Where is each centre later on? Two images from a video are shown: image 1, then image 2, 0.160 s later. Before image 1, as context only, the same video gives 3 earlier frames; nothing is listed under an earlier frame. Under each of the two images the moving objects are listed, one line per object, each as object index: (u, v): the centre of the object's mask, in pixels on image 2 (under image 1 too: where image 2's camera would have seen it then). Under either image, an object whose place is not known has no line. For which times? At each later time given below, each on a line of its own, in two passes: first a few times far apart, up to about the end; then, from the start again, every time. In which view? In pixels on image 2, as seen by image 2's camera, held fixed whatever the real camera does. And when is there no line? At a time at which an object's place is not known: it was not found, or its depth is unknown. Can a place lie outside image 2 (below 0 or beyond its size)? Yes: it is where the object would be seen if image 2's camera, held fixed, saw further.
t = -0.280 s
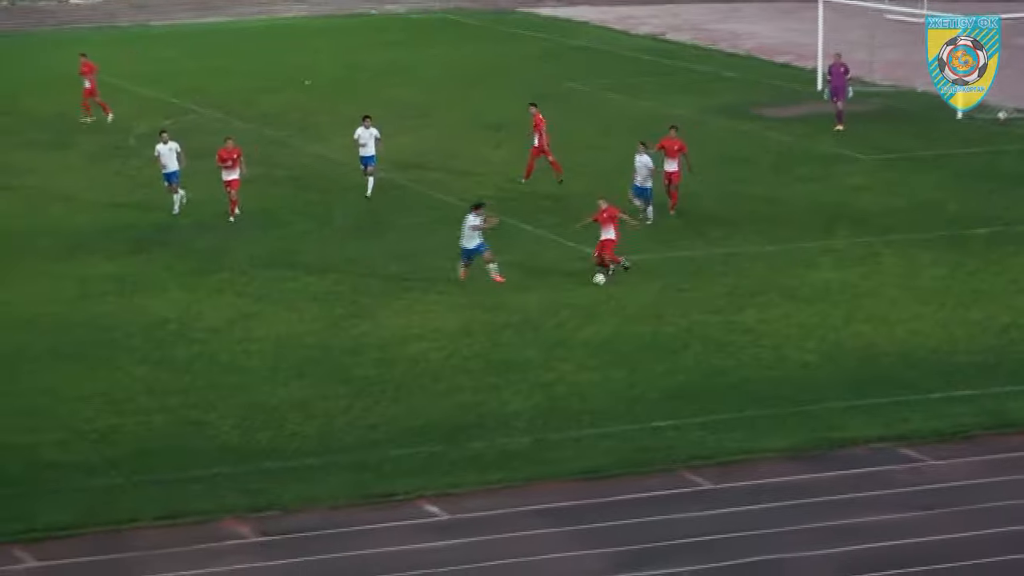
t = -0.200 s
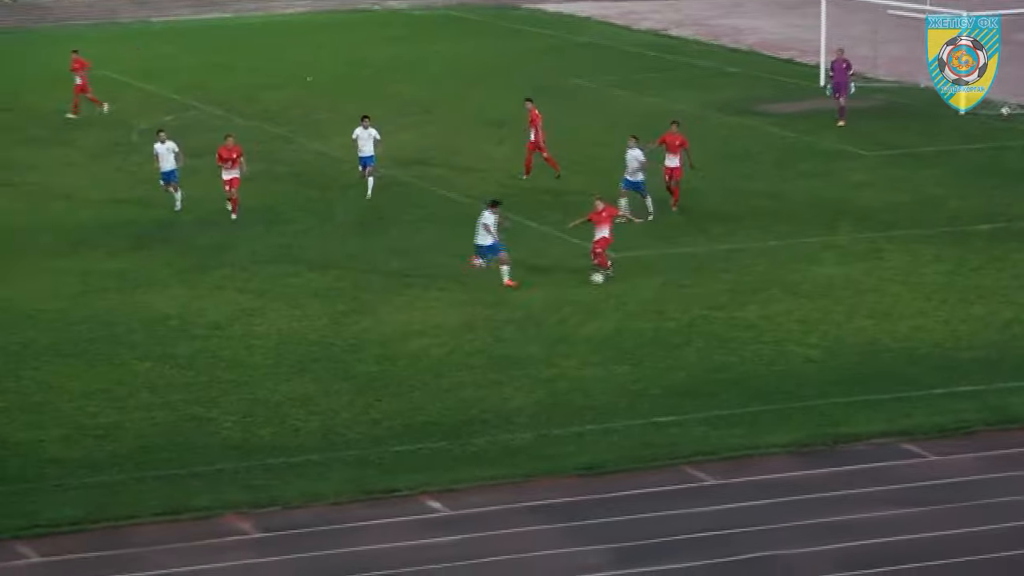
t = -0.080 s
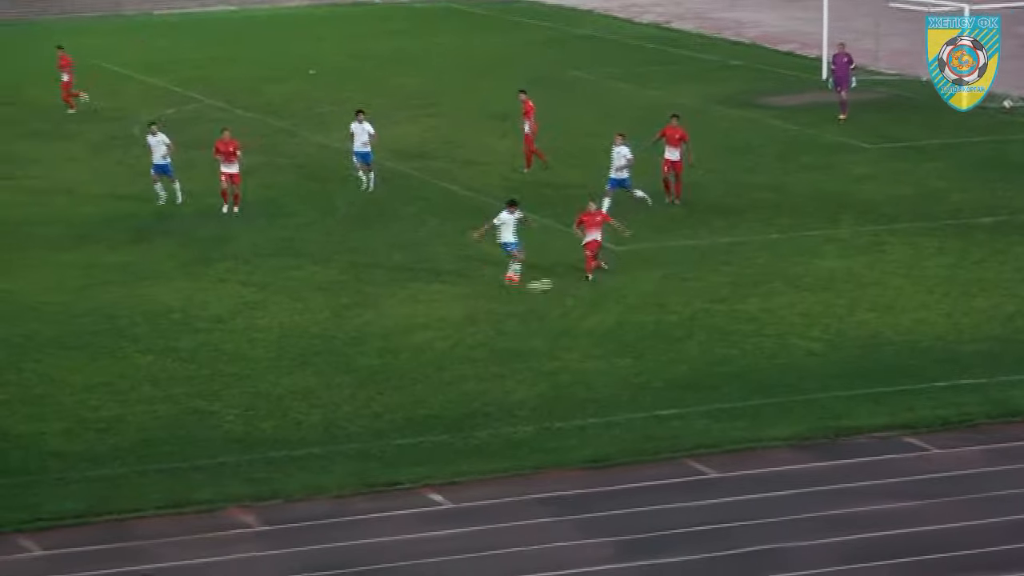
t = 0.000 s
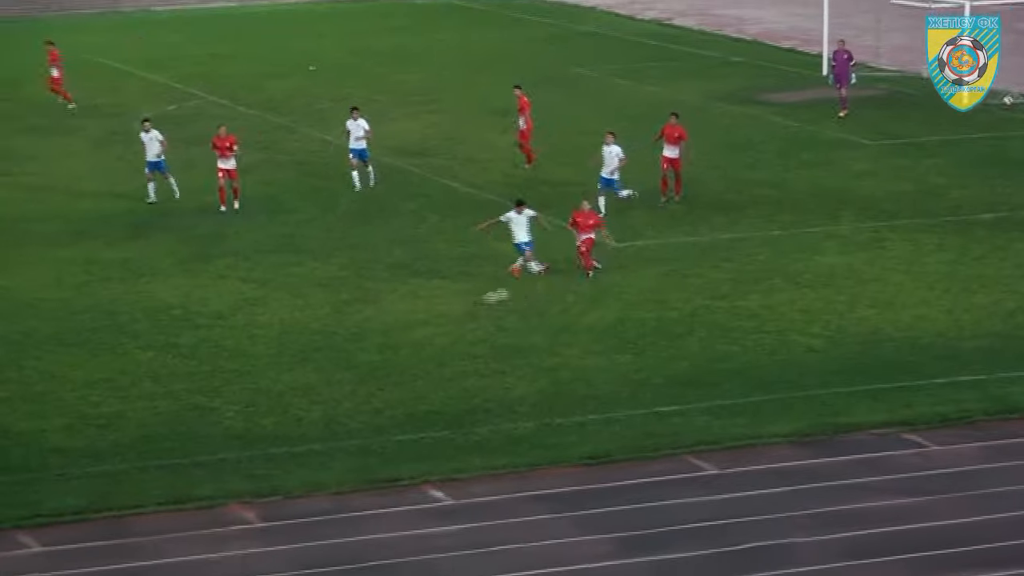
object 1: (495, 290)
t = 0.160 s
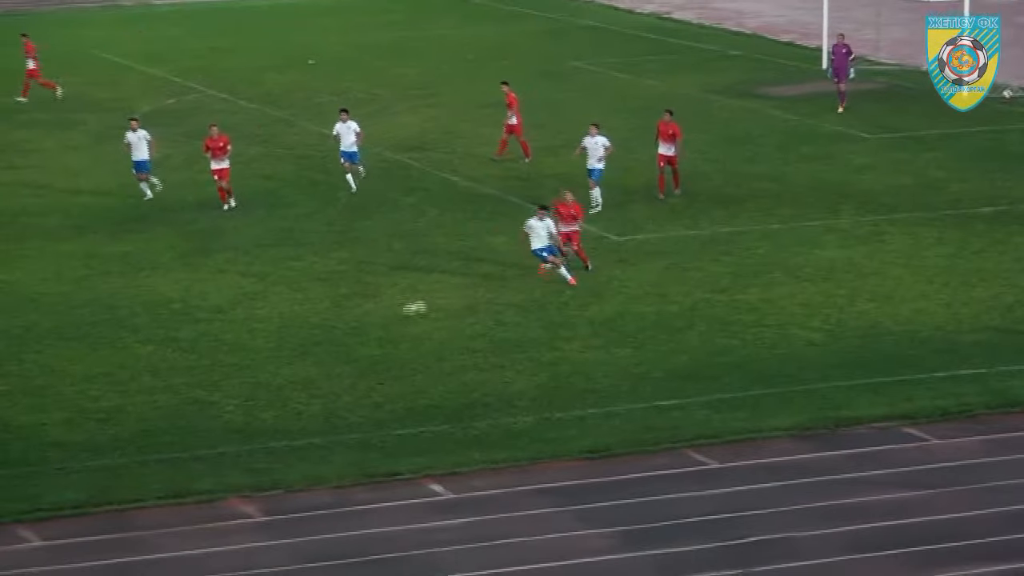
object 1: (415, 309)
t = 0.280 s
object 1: (355, 328)
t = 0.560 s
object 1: (237, 360)
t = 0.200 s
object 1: (394, 315)
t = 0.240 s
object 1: (375, 322)
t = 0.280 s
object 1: (355, 328)
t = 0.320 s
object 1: (338, 330)
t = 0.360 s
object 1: (320, 334)
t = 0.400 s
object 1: (303, 338)
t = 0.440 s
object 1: (286, 345)
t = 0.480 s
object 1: (268, 351)
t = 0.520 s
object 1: (252, 357)
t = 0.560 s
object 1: (237, 360)
